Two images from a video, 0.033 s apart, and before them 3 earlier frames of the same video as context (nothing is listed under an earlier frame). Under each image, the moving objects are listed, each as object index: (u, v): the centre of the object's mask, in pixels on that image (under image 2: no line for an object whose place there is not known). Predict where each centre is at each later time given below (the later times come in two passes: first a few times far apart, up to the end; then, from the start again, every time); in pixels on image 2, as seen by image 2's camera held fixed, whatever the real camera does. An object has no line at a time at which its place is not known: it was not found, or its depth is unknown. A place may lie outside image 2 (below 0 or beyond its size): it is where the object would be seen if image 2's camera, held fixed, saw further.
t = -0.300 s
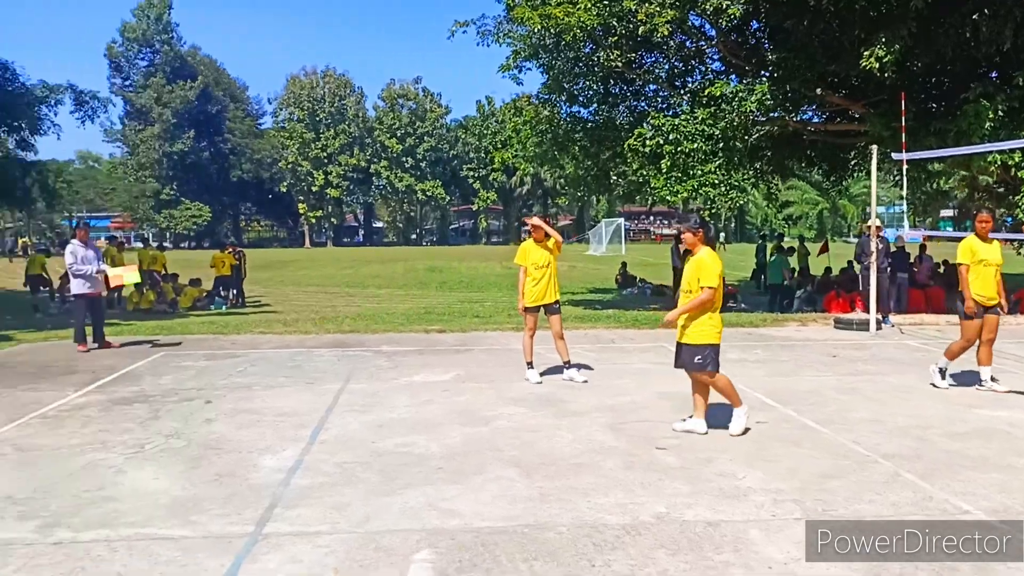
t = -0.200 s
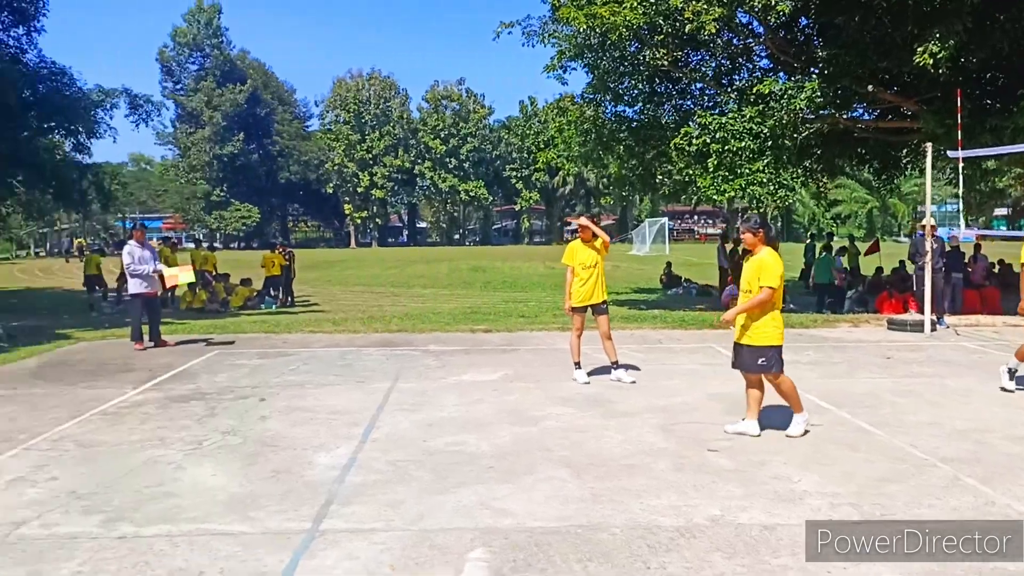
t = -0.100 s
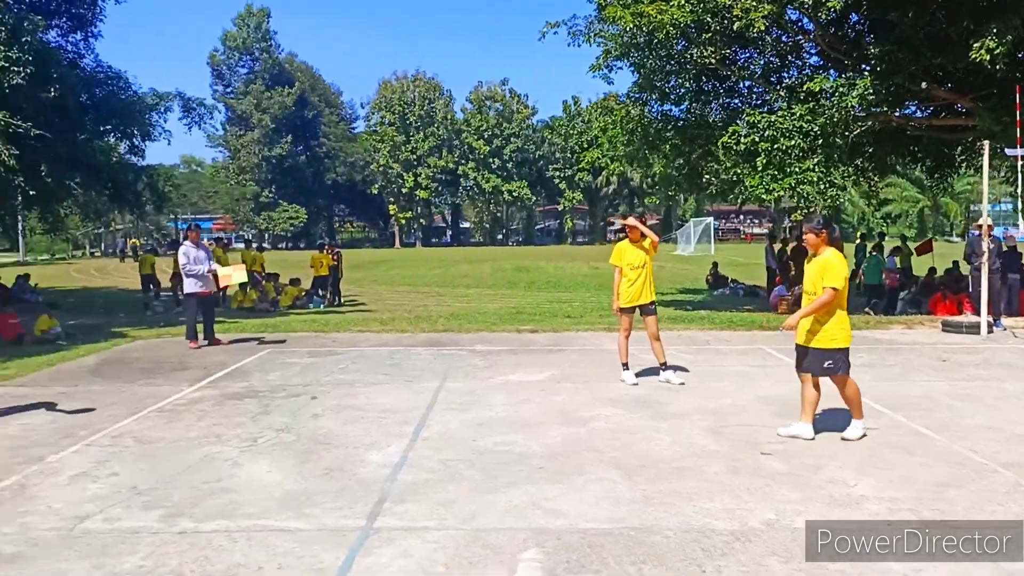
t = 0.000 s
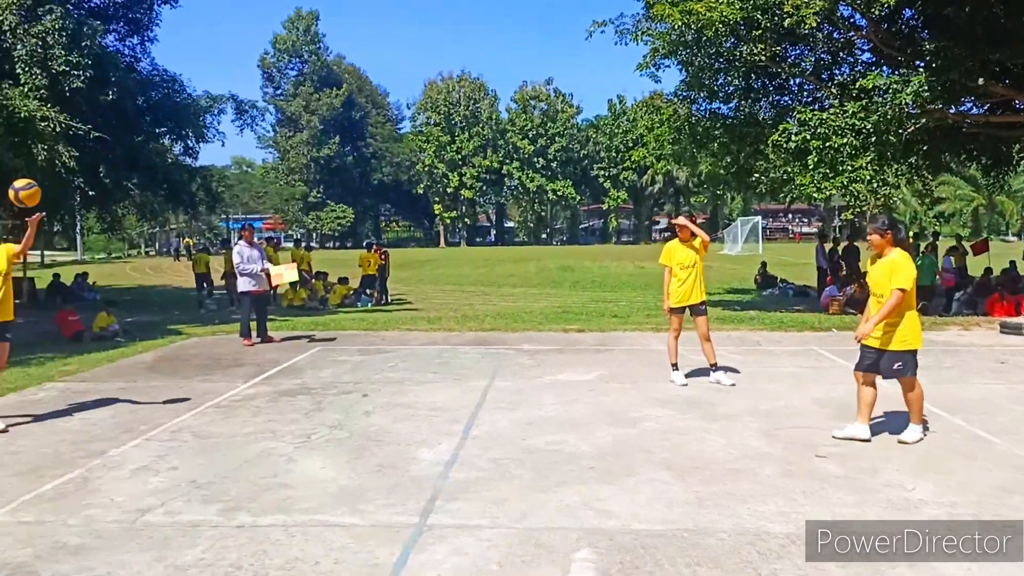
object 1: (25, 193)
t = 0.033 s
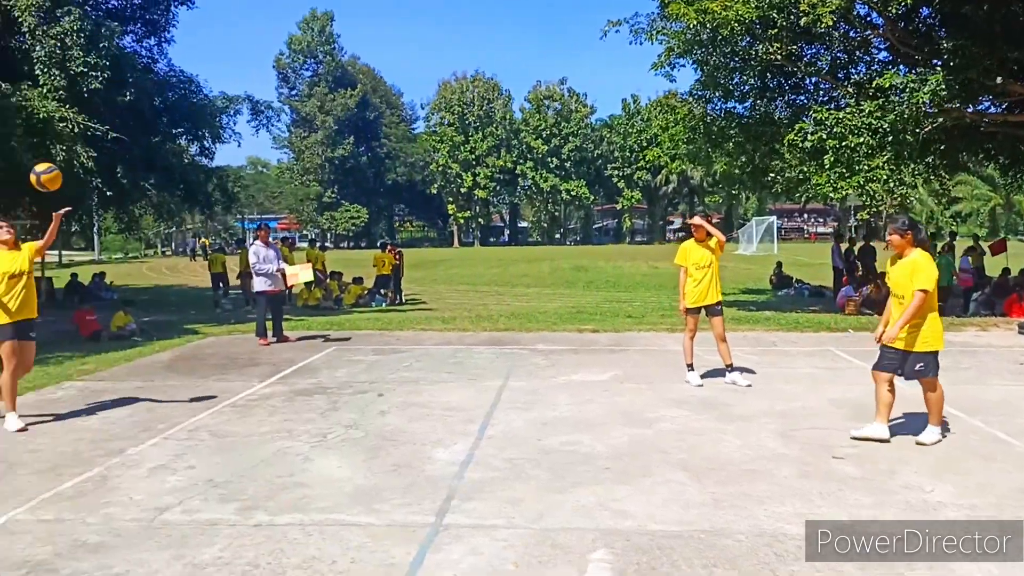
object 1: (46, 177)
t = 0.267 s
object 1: (64, 104)
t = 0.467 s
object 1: (79, 96)
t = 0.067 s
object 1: (48, 162)
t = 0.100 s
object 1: (50, 149)
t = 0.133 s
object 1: (52, 137)
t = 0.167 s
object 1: (55, 127)
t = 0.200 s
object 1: (58, 118)
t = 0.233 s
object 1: (61, 110)
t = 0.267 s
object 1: (64, 104)
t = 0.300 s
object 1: (67, 99)
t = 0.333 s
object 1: (69, 96)
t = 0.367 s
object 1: (72, 94)
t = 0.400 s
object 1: (74, 93)
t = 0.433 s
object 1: (77, 94)
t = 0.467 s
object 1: (79, 96)
